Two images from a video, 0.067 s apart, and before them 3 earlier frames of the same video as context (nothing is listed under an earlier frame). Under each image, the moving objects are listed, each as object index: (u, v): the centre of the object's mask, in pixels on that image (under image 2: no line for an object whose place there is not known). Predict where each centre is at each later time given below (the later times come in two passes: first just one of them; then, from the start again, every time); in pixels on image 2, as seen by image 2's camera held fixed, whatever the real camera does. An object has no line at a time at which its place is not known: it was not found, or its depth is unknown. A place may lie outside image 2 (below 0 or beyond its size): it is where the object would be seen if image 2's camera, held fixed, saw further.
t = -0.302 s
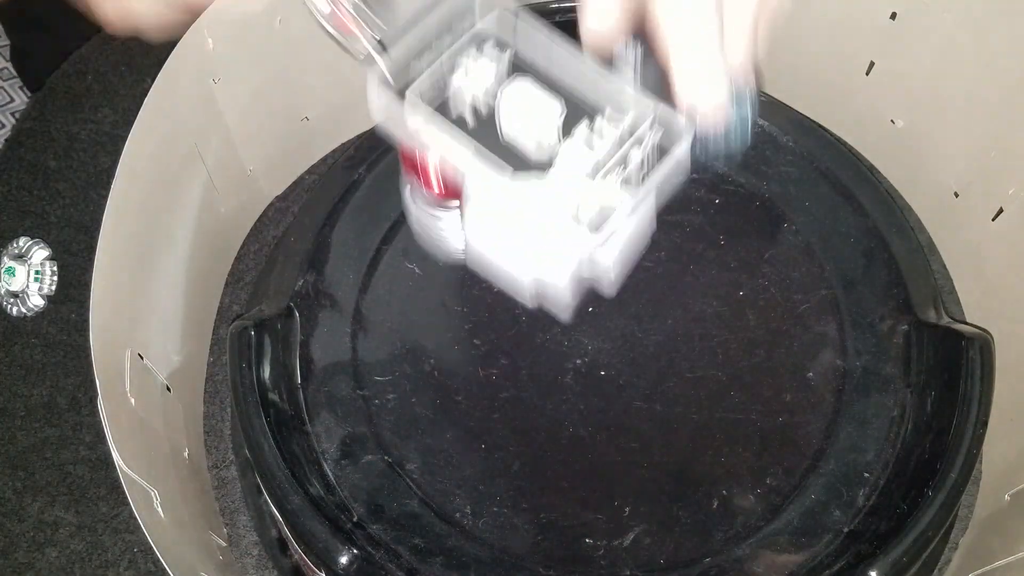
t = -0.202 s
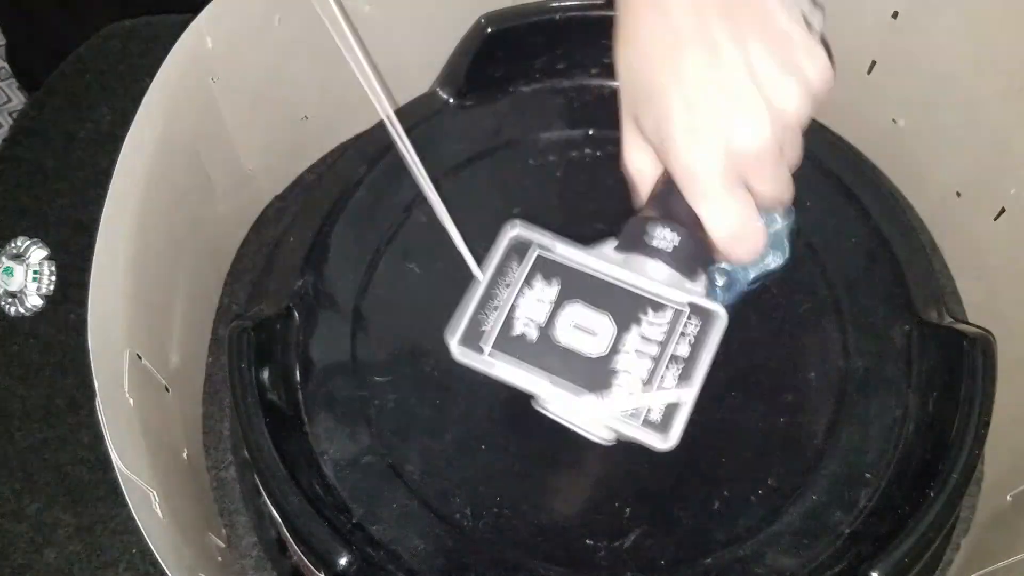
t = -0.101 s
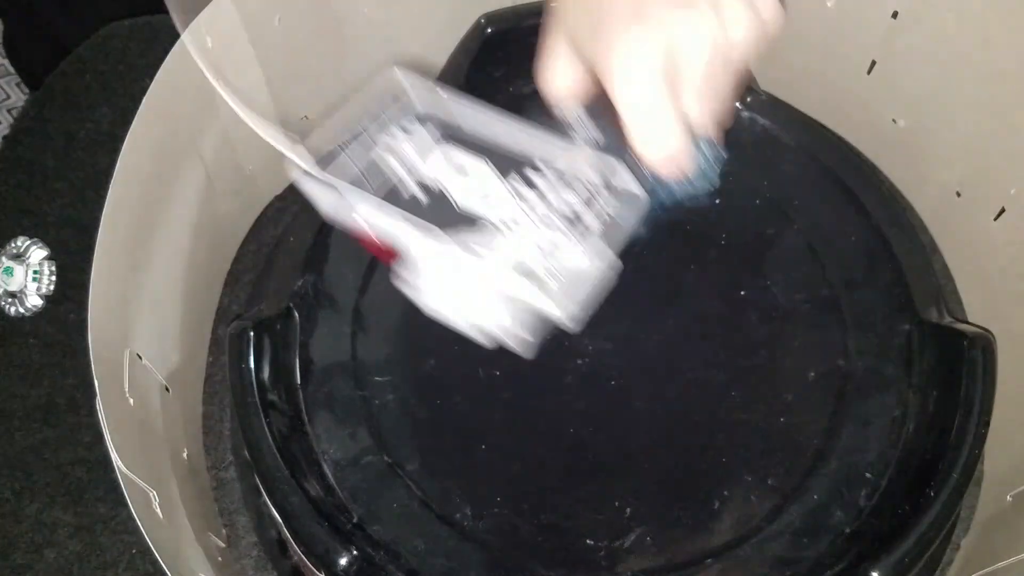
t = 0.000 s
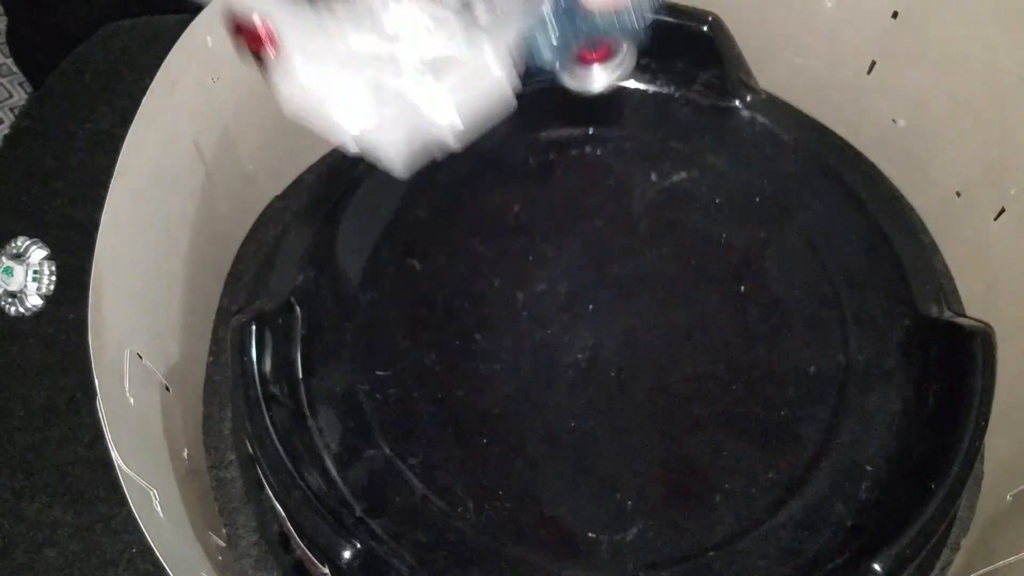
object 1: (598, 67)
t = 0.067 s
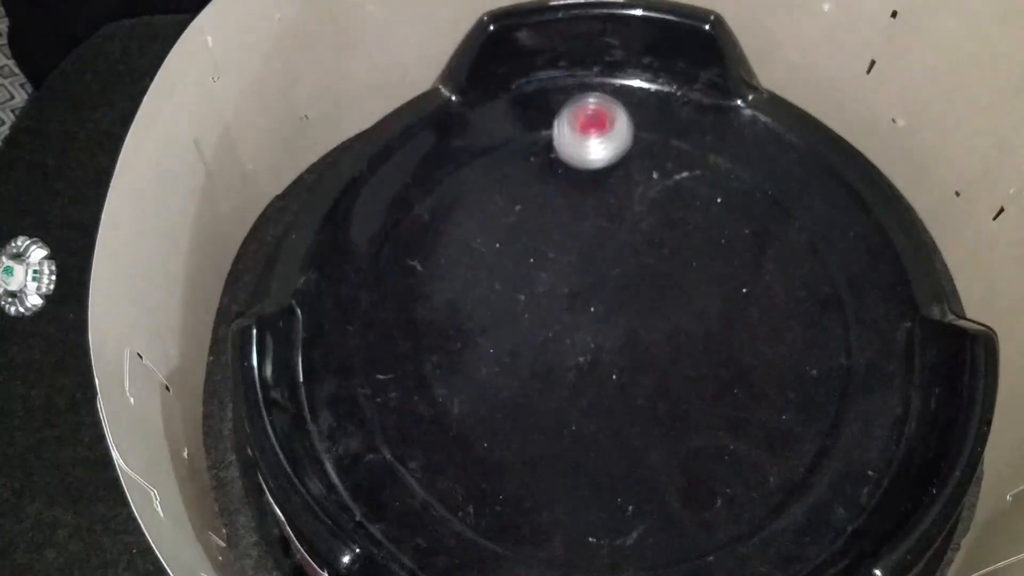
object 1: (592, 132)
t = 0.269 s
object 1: (576, 388)
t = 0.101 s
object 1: (592, 169)
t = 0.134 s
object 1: (591, 216)
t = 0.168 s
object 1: (588, 261)
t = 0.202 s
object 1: (584, 309)
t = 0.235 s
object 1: (580, 347)
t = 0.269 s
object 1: (576, 388)
